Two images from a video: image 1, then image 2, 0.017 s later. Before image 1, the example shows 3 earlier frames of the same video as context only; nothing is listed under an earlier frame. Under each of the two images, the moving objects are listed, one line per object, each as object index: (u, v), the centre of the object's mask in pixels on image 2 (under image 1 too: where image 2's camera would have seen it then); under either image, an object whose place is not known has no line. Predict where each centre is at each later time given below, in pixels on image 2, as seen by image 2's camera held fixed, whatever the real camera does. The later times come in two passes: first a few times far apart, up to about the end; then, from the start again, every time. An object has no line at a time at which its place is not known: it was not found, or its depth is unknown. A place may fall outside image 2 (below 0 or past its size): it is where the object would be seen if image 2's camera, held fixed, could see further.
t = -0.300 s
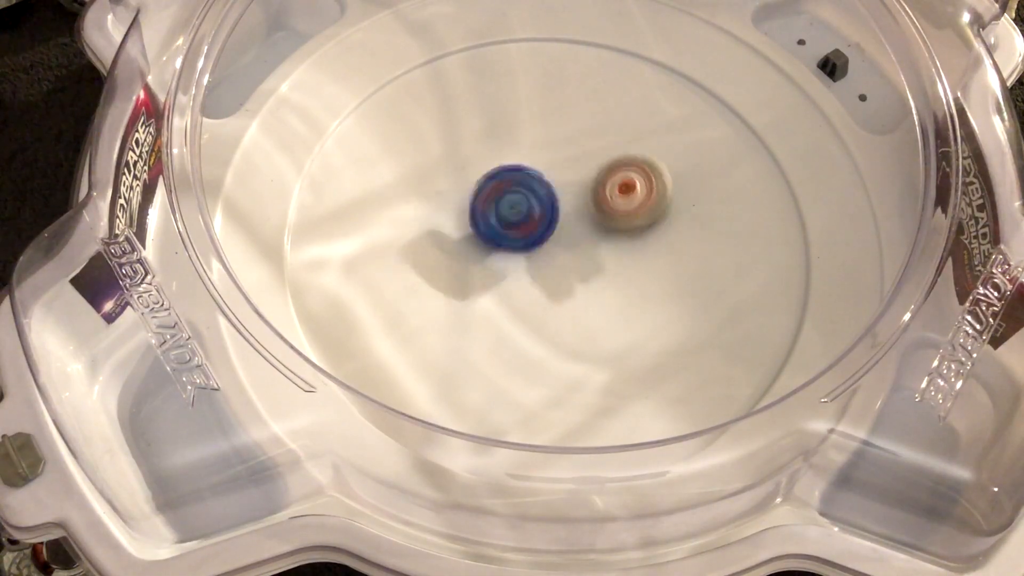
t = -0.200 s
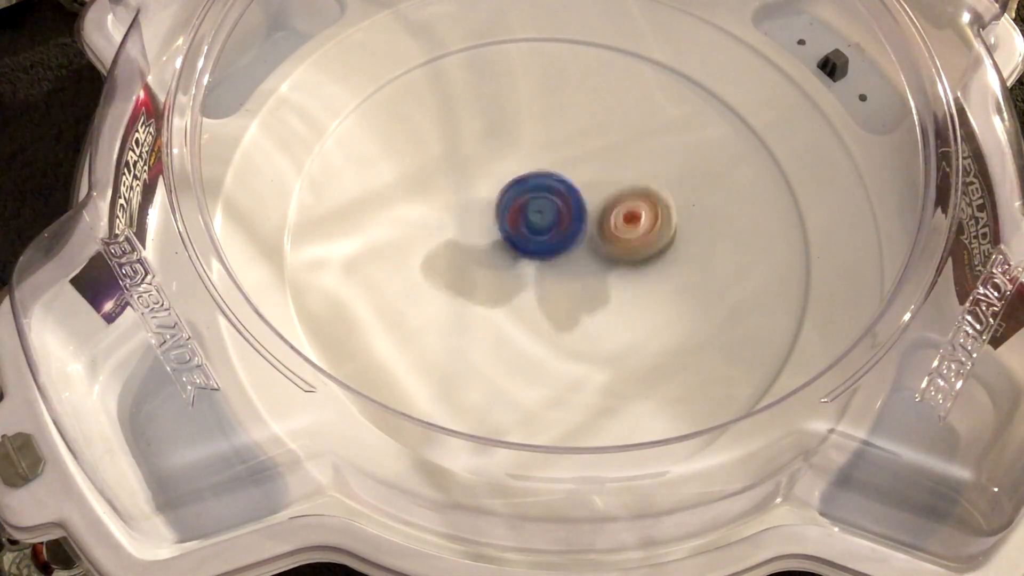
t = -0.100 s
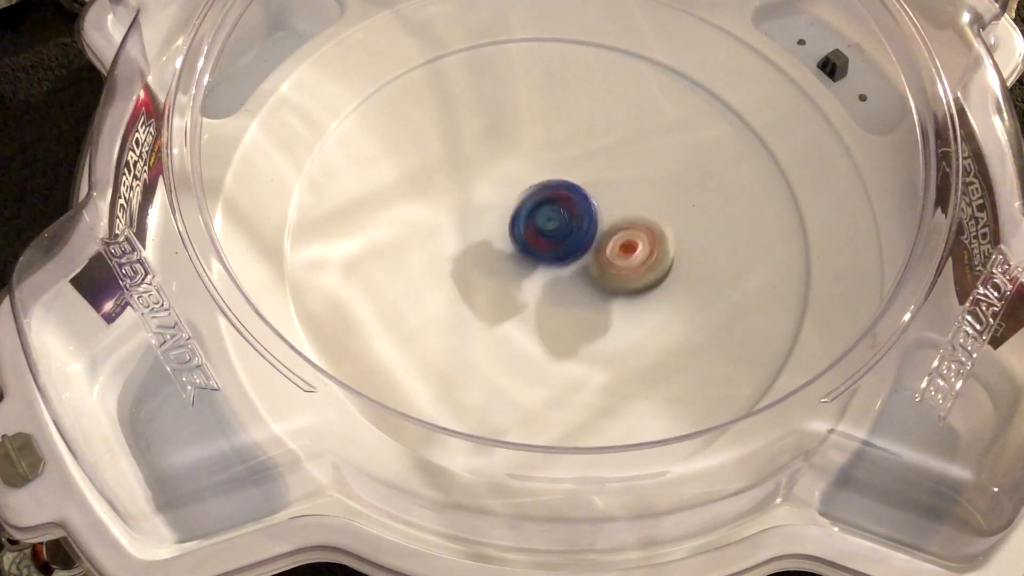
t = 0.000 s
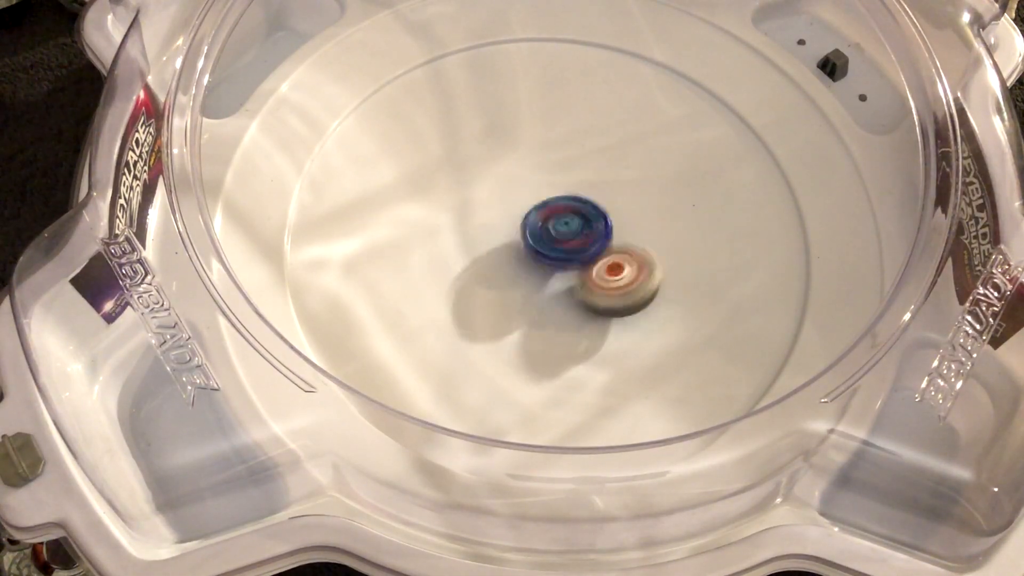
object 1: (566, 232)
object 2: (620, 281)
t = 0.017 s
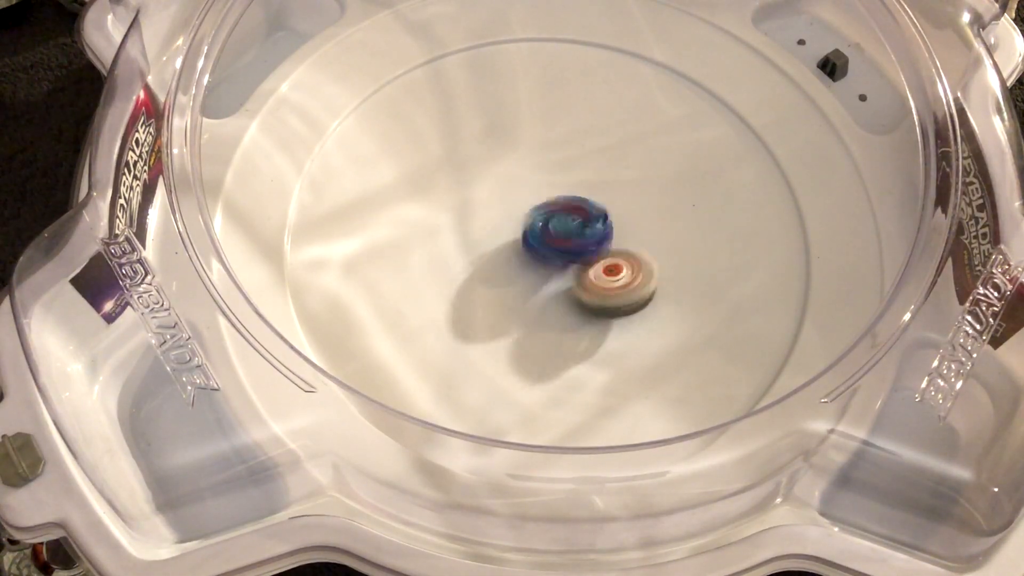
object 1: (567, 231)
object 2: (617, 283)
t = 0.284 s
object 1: (576, 210)
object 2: (524, 279)
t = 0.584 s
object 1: (567, 221)
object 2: (466, 216)
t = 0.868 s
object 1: (560, 197)
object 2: (492, 159)
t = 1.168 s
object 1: (555, 205)
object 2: (541, 128)
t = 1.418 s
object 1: (551, 217)
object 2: (592, 140)
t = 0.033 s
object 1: (567, 230)
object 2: (611, 284)
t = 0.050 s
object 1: (570, 229)
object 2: (605, 285)
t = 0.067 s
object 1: (574, 227)
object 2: (600, 286)
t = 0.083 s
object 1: (576, 225)
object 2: (594, 289)
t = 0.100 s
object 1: (582, 220)
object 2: (588, 291)
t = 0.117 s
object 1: (584, 221)
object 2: (582, 290)
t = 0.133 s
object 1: (584, 221)
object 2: (576, 291)
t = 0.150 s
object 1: (581, 221)
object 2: (571, 291)
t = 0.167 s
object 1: (579, 220)
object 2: (564, 291)
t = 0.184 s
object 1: (578, 219)
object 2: (558, 290)
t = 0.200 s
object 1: (576, 219)
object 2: (553, 289)
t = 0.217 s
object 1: (575, 217)
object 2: (545, 287)
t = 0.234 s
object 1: (576, 214)
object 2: (540, 286)
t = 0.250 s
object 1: (576, 211)
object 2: (536, 284)
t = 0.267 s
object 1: (576, 210)
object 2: (530, 281)
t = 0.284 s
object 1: (576, 210)
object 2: (524, 279)
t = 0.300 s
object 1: (575, 211)
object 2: (520, 277)
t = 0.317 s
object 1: (576, 210)
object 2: (516, 274)
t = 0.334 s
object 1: (577, 210)
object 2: (510, 271)
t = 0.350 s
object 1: (579, 208)
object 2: (506, 268)
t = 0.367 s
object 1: (580, 208)
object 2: (502, 266)
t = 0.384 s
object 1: (581, 209)
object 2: (497, 263)
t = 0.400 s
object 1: (581, 211)
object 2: (493, 259)
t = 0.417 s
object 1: (579, 213)
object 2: (490, 256)
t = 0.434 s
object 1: (578, 215)
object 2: (485, 252)
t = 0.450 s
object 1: (578, 217)
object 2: (482, 248)
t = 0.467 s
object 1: (577, 218)
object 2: (480, 244)
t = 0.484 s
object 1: (576, 218)
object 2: (476, 240)
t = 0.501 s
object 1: (575, 220)
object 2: (474, 236)
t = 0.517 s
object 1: (574, 222)
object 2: (473, 232)
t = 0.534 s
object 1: (573, 223)
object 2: (470, 228)
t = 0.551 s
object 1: (571, 224)
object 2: (469, 223)
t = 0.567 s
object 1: (569, 223)
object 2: (468, 219)
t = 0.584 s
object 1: (567, 221)
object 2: (466, 216)
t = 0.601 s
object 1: (565, 220)
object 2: (466, 212)
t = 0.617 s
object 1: (562, 218)
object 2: (467, 208)
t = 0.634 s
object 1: (560, 215)
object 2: (467, 205)
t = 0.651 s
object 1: (559, 212)
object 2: (467, 200)
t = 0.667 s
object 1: (557, 210)
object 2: (468, 196)
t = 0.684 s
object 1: (557, 206)
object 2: (468, 193)
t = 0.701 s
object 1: (557, 202)
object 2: (468, 190)
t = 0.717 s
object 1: (558, 199)
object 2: (470, 186)
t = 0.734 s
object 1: (559, 197)
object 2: (472, 182)
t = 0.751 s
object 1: (560, 196)
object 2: (473, 180)
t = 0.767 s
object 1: (560, 195)
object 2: (474, 175)
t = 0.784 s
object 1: (560, 195)
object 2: (478, 173)
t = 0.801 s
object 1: (559, 196)
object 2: (481, 171)
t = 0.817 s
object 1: (559, 196)
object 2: (483, 168)
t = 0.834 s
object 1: (559, 196)
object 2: (487, 165)
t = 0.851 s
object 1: (559, 197)
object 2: (490, 162)
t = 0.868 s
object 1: (560, 197)
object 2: (492, 159)
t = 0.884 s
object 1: (559, 199)
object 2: (495, 157)
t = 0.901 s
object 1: (557, 199)
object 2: (498, 155)
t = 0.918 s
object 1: (555, 200)
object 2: (500, 153)
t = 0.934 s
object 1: (555, 200)
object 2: (502, 151)
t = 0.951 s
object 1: (555, 201)
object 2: (506, 148)
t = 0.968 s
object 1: (556, 202)
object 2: (508, 145)
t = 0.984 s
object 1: (557, 202)
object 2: (510, 142)
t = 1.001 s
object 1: (556, 203)
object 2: (514, 139)
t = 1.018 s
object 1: (555, 203)
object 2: (517, 137)
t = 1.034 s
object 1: (556, 204)
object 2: (518, 135)
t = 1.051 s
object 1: (555, 204)
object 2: (520, 133)
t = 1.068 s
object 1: (555, 205)
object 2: (524, 131)
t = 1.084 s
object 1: (555, 205)
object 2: (526, 130)
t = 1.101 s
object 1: (555, 205)
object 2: (528, 130)
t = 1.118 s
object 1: (555, 205)
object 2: (531, 128)
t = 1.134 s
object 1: (555, 205)
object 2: (535, 128)
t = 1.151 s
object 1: (555, 205)
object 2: (537, 129)
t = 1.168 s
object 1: (555, 205)
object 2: (541, 128)
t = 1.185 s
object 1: (555, 205)
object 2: (544, 129)
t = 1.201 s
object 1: (555, 206)
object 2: (548, 128)
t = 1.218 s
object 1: (555, 208)
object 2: (551, 128)
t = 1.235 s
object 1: (555, 209)
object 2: (555, 127)
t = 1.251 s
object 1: (555, 210)
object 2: (559, 127)
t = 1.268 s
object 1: (555, 211)
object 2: (561, 128)
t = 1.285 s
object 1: (555, 212)
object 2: (563, 129)
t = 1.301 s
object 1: (555, 212)
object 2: (567, 130)
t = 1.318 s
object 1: (555, 212)
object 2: (571, 131)
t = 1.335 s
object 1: (555, 212)
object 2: (574, 133)
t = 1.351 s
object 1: (555, 211)
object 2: (576, 135)
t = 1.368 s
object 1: (554, 211)
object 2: (579, 136)
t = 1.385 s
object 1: (552, 213)
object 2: (584, 137)
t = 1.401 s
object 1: (551, 216)
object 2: (588, 138)
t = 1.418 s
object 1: (551, 217)
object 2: (592, 140)
